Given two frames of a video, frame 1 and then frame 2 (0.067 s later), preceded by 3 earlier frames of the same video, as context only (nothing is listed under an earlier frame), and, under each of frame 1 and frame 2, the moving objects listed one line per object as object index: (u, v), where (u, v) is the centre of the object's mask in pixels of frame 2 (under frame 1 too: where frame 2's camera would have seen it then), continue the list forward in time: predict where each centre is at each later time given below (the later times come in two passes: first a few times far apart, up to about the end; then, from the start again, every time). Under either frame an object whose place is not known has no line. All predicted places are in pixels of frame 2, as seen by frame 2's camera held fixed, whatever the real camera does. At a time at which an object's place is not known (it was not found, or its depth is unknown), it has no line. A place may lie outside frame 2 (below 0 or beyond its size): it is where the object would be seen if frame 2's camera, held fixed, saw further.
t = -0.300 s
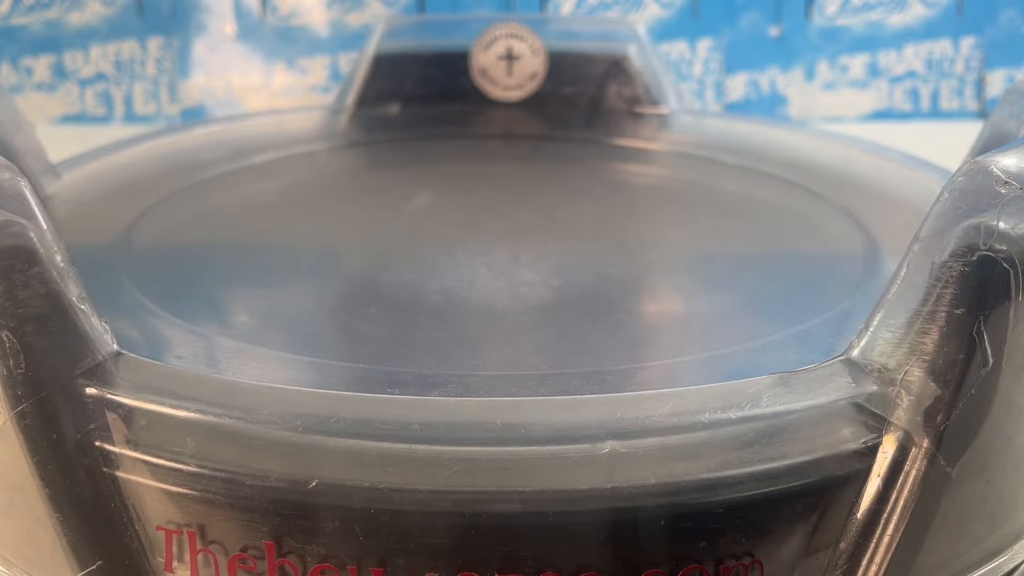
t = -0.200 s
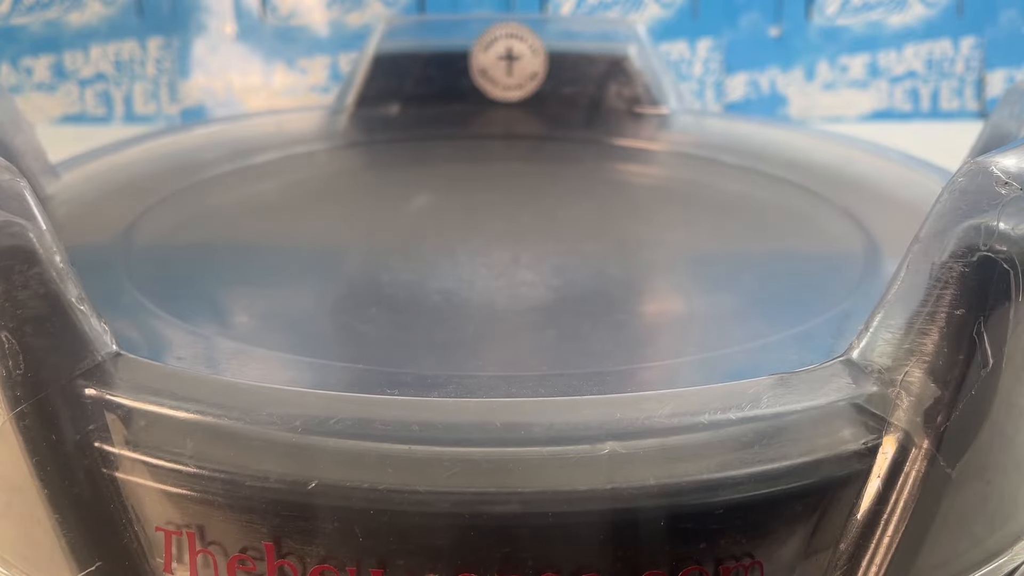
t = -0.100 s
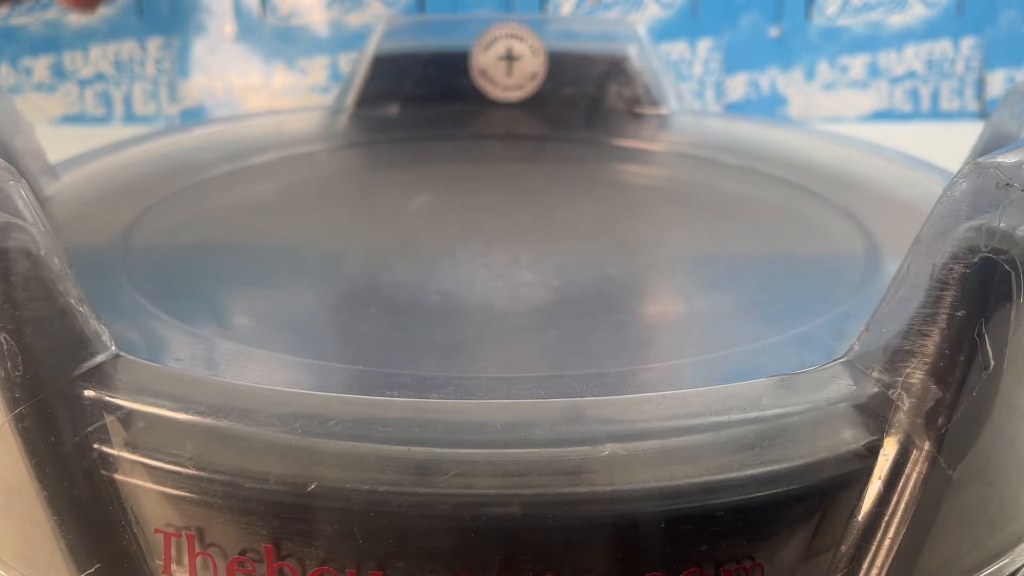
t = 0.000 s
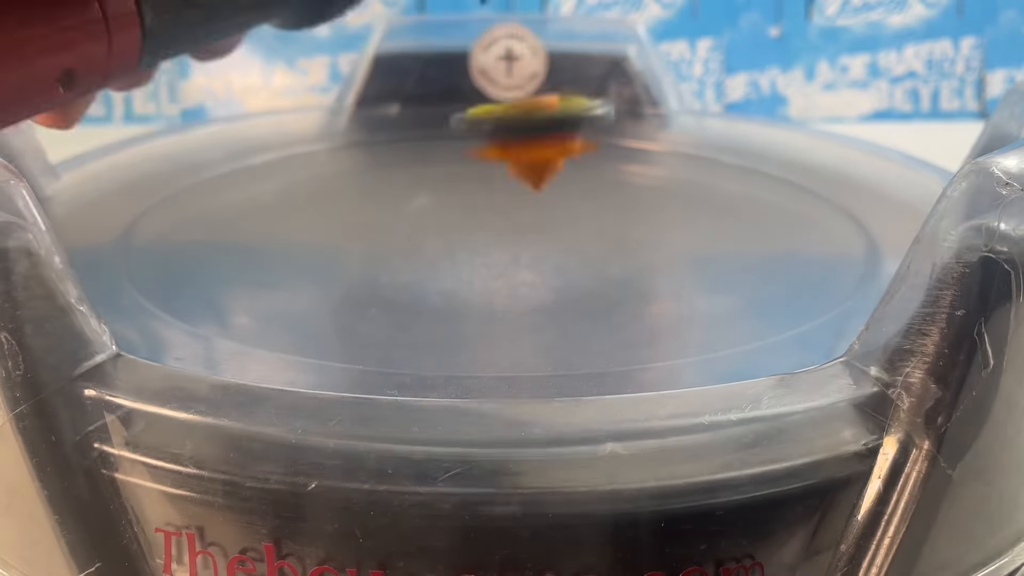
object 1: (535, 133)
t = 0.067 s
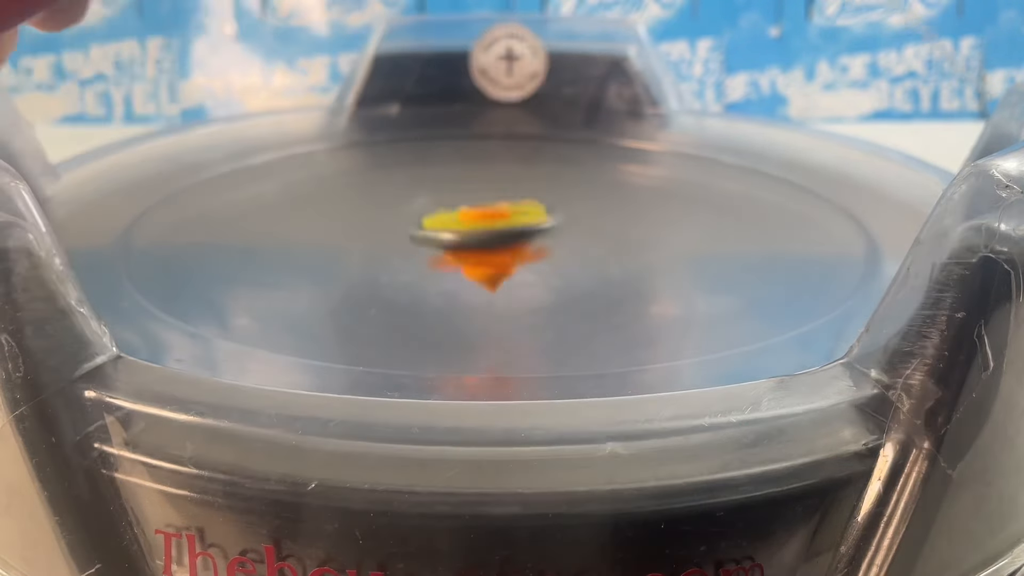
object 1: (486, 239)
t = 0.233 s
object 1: (394, 216)
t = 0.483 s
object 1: (415, 204)
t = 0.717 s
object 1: (466, 220)
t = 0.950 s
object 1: (394, 229)
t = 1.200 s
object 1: (297, 231)
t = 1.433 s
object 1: (303, 246)
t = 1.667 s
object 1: (389, 251)
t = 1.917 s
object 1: (442, 229)
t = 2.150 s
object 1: (432, 202)
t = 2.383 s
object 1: (407, 188)
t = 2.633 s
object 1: (400, 189)
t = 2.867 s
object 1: (432, 199)
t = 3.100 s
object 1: (492, 202)
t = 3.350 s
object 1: (540, 194)
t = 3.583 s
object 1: (562, 183)
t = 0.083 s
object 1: (475, 211)
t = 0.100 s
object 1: (463, 192)
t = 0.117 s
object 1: (452, 182)
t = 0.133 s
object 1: (443, 180)
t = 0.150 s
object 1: (432, 188)
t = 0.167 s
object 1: (422, 203)
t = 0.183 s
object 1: (412, 227)
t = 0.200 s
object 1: (404, 253)
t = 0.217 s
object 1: (398, 231)
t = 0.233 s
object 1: (394, 216)
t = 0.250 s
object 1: (390, 209)
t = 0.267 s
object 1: (387, 210)
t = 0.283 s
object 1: (384, 219)
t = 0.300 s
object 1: (381, 231)
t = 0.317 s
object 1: (382, 215)
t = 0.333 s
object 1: (383, 206)
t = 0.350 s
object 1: (384, 204)
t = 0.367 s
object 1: (386, 210)
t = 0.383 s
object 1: (387, 215)
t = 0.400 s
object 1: (391, 205)
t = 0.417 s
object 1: (396, 201)
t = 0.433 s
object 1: (401, 205)
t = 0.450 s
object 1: (405, 210)
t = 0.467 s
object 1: (411, 203)
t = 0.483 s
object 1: (415, 204)
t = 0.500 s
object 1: (421, 208)
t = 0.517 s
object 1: (425, 204)
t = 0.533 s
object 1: (431, 207)
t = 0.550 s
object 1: (436, 208)
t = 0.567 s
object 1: (441, 209)
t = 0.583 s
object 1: (446, 209)
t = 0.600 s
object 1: (450, 212)
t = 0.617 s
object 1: (453, 210)
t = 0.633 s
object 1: (457, 213)
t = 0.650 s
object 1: (460, 215)
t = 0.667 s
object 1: (463, 218)
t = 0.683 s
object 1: (465, 217)
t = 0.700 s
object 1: (466, 221)
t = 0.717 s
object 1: (466, 220)
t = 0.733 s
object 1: (466, 224)
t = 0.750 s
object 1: (465, 225)
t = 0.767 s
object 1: (463, 227)
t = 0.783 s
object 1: (461, 228)
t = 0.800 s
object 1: (457, 228)
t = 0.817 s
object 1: (451, 229)
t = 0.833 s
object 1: (445, 230)
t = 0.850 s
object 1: (438, 230)
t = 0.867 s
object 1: (431, 231)
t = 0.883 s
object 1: (424, 230)
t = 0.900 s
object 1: (416, 230)
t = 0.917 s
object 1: (409, 229)
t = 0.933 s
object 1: (402, 229)
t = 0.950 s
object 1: (394, 229)
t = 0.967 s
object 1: (386, 229)
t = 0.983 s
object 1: (377, 229)
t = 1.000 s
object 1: (370, 228)
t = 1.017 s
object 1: (361, 228)
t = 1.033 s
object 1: (354, 227)
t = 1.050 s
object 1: (346, 227)
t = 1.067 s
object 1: (339, 227)
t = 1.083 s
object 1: (332, 227)
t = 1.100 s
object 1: (326, 228)
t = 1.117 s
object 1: (320, 228)
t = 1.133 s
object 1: (315, 228)
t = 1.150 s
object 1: (310, 228)
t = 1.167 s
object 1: (305, 229)
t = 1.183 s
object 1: (301, 229)
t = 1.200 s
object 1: (297, 231)
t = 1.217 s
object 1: (294, 231)
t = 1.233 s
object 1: (292, 232)
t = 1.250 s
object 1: (290, 233)
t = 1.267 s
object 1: (288, 234)
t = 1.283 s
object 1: (288, 235)
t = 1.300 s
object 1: (287, 237)
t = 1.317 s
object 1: (287, 238)
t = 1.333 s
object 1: (287, 239)
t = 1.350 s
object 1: (287, 240)
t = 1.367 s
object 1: (289, 241)
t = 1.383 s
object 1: (292, 242)
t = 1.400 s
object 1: (295, 244)
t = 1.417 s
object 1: (299, 245)
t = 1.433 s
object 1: (303, 246)
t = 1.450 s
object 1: (308, 247)
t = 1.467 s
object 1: (314, 248)
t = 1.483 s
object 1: (318, 249)
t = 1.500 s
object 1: (325, 250)
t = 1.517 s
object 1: (331, 251)
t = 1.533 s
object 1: (337, 252)
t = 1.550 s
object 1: (344, 253)
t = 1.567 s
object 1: (352, 254)
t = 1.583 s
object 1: (359, 254)
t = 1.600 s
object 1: (365, 254)
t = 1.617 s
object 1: (371, 253)
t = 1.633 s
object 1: (377, 253)
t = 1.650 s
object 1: (382, 252)
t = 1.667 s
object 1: (389, 251)
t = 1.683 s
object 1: (395, 250)
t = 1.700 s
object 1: (401, 250)
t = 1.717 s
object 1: (406, 248)
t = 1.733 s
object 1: (411, 248)
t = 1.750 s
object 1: (415, 245)
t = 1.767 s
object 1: (420, 245)
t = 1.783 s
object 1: (424, 243)
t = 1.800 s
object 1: (428, 242)
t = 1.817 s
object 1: (431, 240)
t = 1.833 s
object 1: (434, 238)
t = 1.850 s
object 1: (436, 237)
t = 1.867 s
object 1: (438, 235)
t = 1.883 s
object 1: (440, 234)
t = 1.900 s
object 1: (441, 231)
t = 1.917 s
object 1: (442, 229)
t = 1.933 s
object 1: (443, 227)
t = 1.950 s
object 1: (443, 225)
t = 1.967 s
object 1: (443, 223)
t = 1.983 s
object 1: (443, 221)
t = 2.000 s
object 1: (443, 220)
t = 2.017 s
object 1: (442, 217)
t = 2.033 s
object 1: (442, 215)
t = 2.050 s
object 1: (440, 213)
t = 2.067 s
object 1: (439, 211)
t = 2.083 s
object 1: (438, 210)
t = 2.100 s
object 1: (437, 208)
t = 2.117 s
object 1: (435, 206)
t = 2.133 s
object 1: (434, 204)
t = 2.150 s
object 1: (432, 202)
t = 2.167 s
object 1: (430, 201)
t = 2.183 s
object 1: (428, 199)
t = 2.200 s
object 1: (427, 198)
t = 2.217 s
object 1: (424, 197)
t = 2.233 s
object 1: (422, 195)
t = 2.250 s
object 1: (421, 194)
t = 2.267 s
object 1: (418, 193)
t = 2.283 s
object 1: (416, 192)
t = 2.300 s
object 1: (415, 191)
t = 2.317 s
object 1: (413, 190)
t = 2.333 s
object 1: (412, 190)
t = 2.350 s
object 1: (410, 189)
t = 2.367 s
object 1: (409, 188)
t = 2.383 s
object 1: (407, 188)
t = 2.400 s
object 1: (406, 188)
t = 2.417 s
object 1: (404, 187)
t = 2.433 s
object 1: (403, 187)
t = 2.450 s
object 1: (401, 186)
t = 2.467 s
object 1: (400, 186)
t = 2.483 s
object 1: (399, 186)
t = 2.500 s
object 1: (398, 186)
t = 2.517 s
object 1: (398, 186)
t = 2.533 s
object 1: (398, 186)
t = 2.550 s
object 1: (398, 187)
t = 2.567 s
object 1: (398, 187)
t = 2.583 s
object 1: (398, 187)
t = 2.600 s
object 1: (398, 188)
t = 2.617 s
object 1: (399, 188)
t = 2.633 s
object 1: (400, 189)
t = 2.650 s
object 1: (400, 189)
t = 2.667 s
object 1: (402, 190)
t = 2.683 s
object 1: (403, 191)
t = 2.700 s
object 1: (405, 192)
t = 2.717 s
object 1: (407, 192)
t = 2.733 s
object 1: (409, 193)
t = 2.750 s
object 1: (411, 194)
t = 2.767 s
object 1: (414, 195)
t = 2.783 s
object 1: (416, 195)
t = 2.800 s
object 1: (419, 196)
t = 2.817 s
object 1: (422, 197)
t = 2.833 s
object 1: (425, 197)
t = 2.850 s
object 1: (429, 198)
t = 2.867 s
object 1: (432, 199)
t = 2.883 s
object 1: (436, 199)
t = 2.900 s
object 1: (440, 199)
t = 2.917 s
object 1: (445, 201)
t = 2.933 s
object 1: (448, 201)
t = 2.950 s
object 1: (453, 201)
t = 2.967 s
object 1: (458, 201)
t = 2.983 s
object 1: (462, 201)
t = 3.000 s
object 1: (466, 202)
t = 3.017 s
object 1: (471, 202)
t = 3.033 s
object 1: (475, 203)
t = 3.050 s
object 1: (480, 204)
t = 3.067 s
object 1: (484, 203)
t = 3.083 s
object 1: (489, 202)
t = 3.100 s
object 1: (492, 202)
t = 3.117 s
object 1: (497, 202)
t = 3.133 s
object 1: (501, 202)
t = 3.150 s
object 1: (504, 202)
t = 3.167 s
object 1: (508, 201)
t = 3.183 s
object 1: (512, 201)
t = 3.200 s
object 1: (515, 201)
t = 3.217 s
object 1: (518, 201)
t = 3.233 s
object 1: (521, 200)
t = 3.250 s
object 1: (524, 198)
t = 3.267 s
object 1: (527, 198)
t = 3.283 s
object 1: (530, 197)
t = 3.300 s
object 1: (533, 196)
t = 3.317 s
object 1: (536, 195)
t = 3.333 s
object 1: (538, 195)
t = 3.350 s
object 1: (540, 194)
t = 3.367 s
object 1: (543, 193)
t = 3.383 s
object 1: (545, 192)
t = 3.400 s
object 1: (547, 191)
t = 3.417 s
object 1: (549, 190)
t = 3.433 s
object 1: (550, 190)
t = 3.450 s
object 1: (552, 189)
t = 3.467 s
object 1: (554, 188)
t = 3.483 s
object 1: (556, 187)
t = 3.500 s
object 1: (557, 187)
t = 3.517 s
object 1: (558, 186)
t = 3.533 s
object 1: (559, 185)
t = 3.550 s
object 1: (560, 184)
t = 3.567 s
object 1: (561, 184)
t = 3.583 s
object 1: (562, 183)
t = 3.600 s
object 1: (562, 183)
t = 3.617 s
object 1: (562, 182)
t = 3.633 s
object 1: (563, 182)
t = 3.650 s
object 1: (562, 182)
